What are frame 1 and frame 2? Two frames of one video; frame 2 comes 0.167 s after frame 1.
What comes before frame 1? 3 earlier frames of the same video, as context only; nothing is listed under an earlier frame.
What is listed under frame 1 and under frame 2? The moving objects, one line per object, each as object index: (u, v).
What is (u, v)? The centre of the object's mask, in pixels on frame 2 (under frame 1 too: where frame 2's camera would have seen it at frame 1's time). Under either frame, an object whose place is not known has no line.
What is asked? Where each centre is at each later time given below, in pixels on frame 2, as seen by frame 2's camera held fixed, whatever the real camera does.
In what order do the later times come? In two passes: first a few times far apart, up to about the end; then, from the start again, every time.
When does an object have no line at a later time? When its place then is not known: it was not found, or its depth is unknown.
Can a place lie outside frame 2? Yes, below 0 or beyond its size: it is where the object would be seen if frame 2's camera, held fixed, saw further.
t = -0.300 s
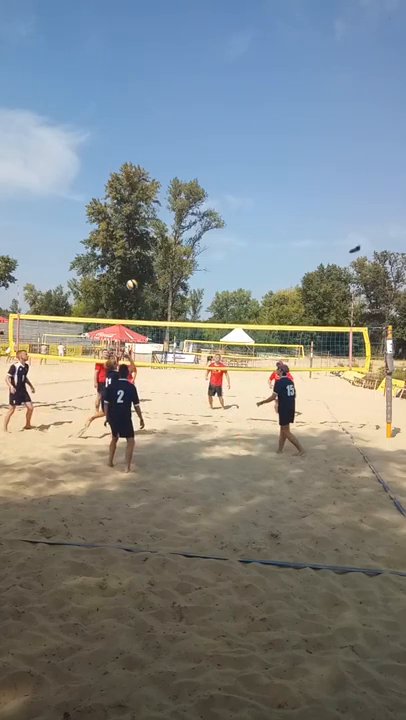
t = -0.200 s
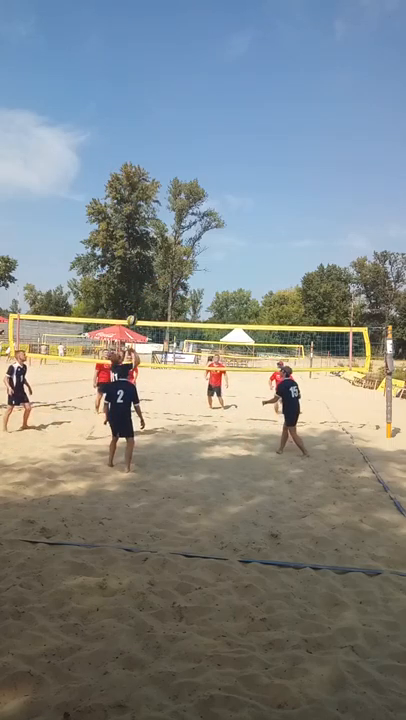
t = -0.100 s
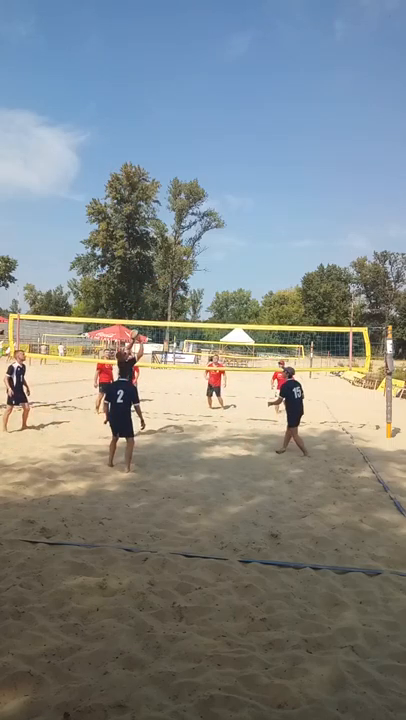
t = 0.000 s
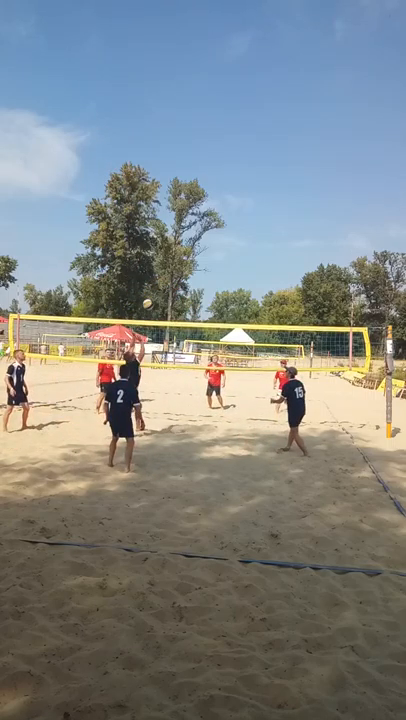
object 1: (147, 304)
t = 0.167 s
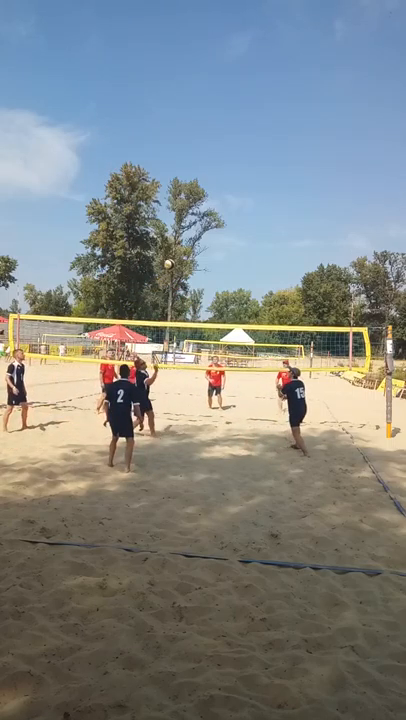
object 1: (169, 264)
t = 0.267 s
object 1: (181, 246)
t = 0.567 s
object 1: (215, 225)
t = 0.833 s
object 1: (244, 244)
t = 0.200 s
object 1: (173, 258)
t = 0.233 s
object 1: (177, 252)
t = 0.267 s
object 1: (181, 246)
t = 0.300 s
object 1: (186, 242)
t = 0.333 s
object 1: (189, 238)
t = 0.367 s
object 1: (193, 235)
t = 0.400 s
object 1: (198, 232)
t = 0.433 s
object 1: (201, 230)
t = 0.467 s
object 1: (205, 228)
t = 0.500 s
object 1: (208, 227)
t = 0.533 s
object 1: (212, 226)
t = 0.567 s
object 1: (215, 225)
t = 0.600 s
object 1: (219, 226)
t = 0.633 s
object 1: (223, 226)
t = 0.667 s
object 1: (227, 228)
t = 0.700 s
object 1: (230, 230)
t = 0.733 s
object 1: (234, 232)
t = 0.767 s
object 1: (237, 235)
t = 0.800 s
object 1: (241, 239)
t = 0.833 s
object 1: (244, 244)
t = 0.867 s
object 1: (247, 248)
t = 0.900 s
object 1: (250, 253)
